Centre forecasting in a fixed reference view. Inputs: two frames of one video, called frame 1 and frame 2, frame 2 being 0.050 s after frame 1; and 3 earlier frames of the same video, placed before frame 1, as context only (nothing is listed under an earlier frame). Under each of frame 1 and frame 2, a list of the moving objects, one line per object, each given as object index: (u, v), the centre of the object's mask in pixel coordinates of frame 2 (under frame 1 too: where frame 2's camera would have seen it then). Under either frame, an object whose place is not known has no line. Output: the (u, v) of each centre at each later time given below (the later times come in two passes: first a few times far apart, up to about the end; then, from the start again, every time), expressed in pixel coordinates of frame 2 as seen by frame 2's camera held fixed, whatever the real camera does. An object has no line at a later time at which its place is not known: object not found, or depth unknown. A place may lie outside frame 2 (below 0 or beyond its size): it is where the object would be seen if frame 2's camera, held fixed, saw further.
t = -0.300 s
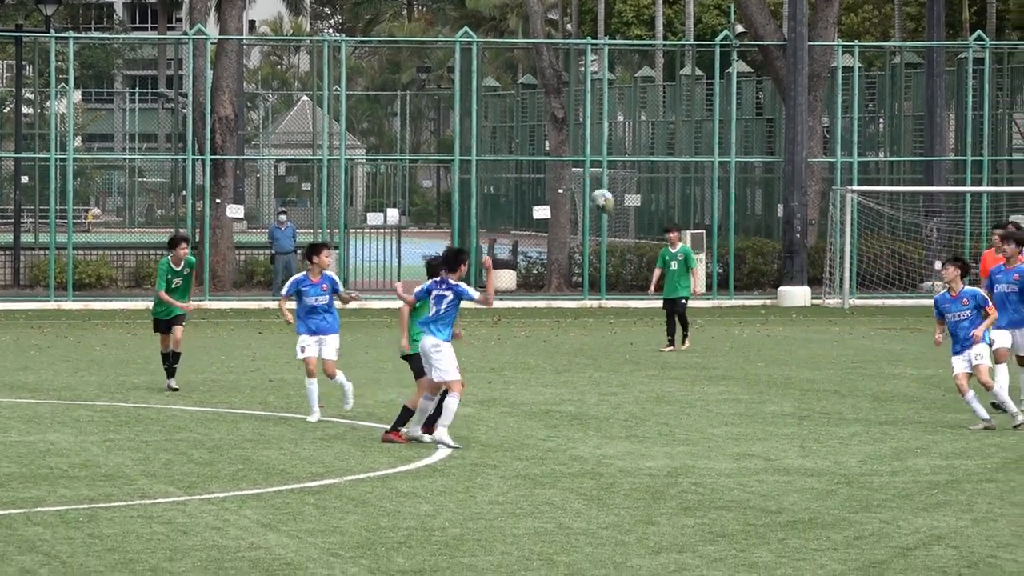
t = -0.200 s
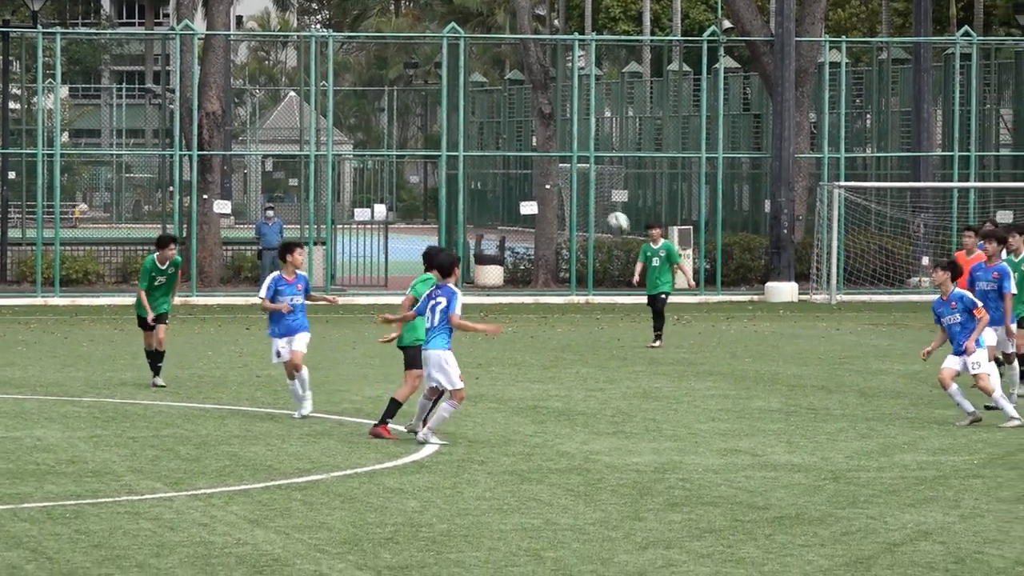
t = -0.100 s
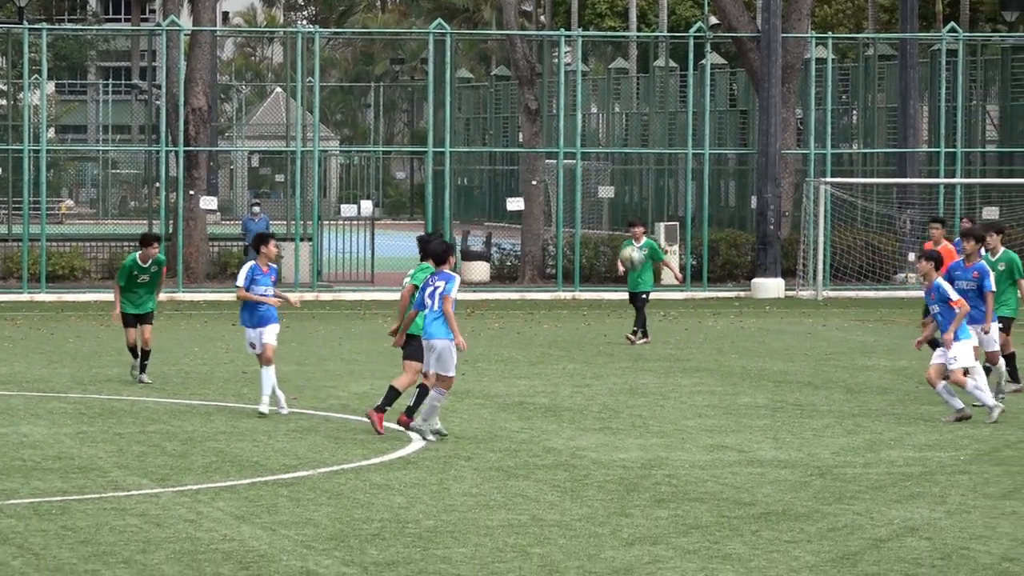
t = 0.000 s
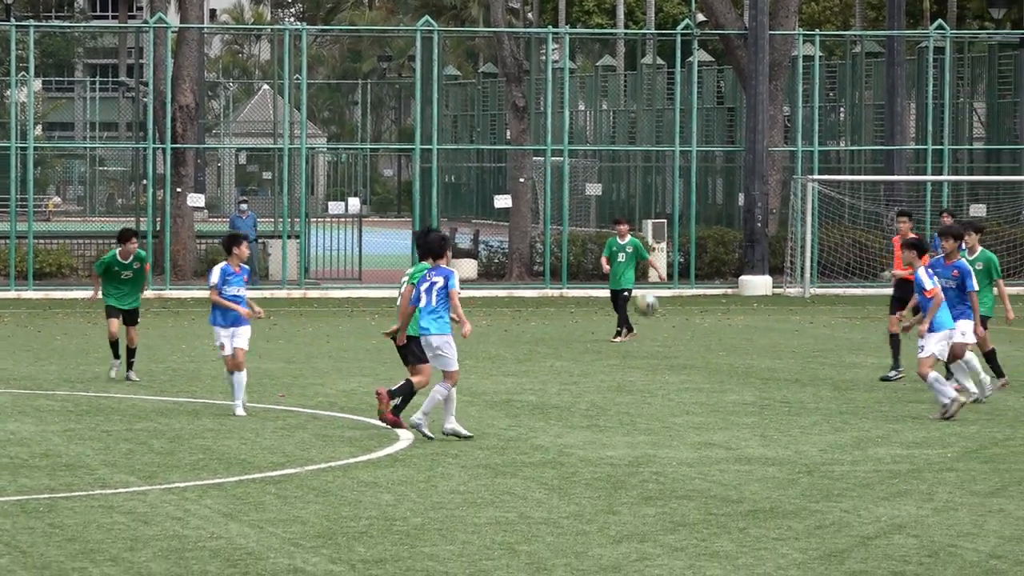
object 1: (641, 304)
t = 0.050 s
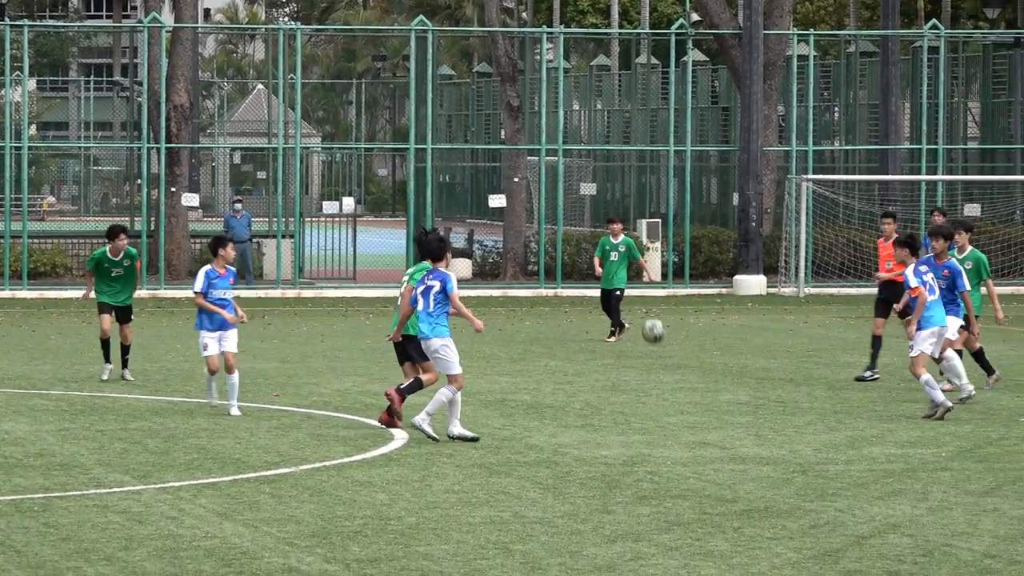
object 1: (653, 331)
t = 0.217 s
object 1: (691, 382)
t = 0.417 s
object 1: (719, 316)
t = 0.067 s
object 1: (657, 341)
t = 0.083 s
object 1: (662, 351)
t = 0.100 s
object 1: (666, 361)
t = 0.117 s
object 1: (670, 371)
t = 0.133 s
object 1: (674, 382)
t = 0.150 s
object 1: (679, 393)
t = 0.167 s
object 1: (683, 404)
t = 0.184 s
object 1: (685, 398)
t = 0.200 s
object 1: (688, 390)
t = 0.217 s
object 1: (691, 382)
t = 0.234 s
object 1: (693, 375)
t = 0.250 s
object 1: (695, 369)
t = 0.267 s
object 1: (698, 362)
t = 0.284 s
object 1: (700, 356)
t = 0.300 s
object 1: (703, 350)
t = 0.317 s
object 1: (705, 344)
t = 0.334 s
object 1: (707, 339)
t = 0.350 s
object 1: (710, 334)
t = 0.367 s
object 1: (712, 329)
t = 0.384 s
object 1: (715, 325)
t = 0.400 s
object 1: (717, 321)
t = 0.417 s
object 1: (719, 316)
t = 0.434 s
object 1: (722, 313)
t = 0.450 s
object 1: (724, 310)
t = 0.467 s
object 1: (726, 307)
